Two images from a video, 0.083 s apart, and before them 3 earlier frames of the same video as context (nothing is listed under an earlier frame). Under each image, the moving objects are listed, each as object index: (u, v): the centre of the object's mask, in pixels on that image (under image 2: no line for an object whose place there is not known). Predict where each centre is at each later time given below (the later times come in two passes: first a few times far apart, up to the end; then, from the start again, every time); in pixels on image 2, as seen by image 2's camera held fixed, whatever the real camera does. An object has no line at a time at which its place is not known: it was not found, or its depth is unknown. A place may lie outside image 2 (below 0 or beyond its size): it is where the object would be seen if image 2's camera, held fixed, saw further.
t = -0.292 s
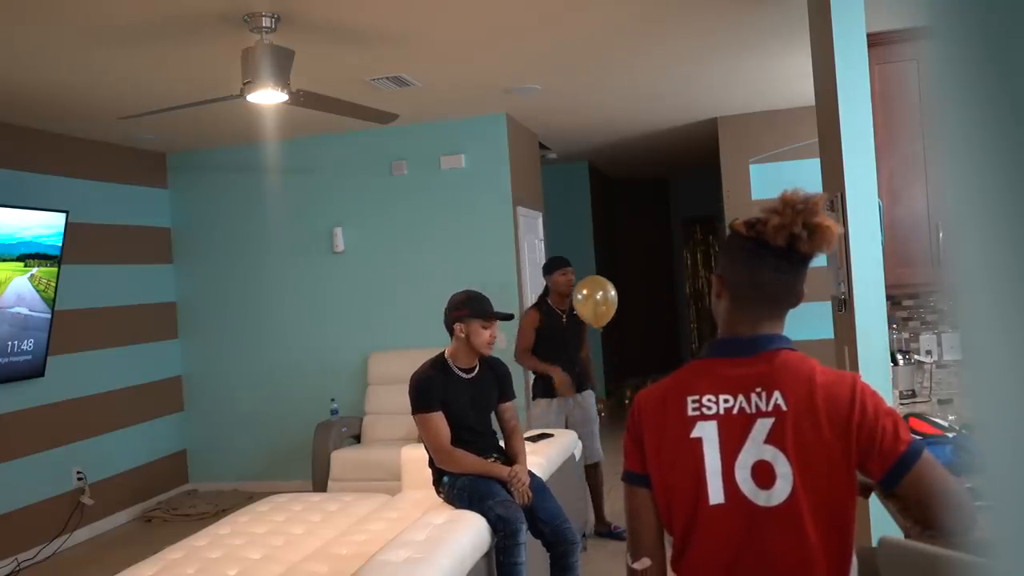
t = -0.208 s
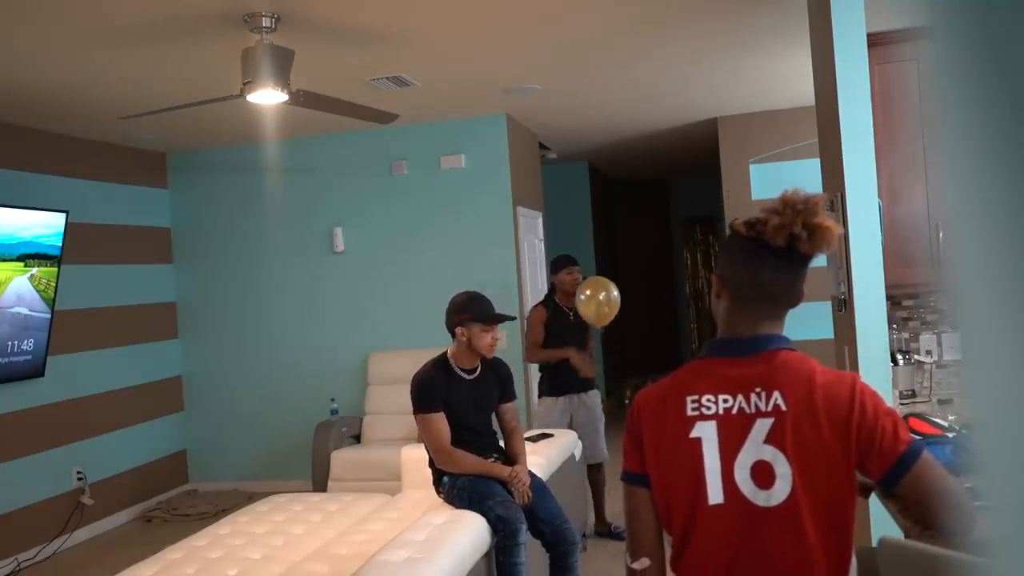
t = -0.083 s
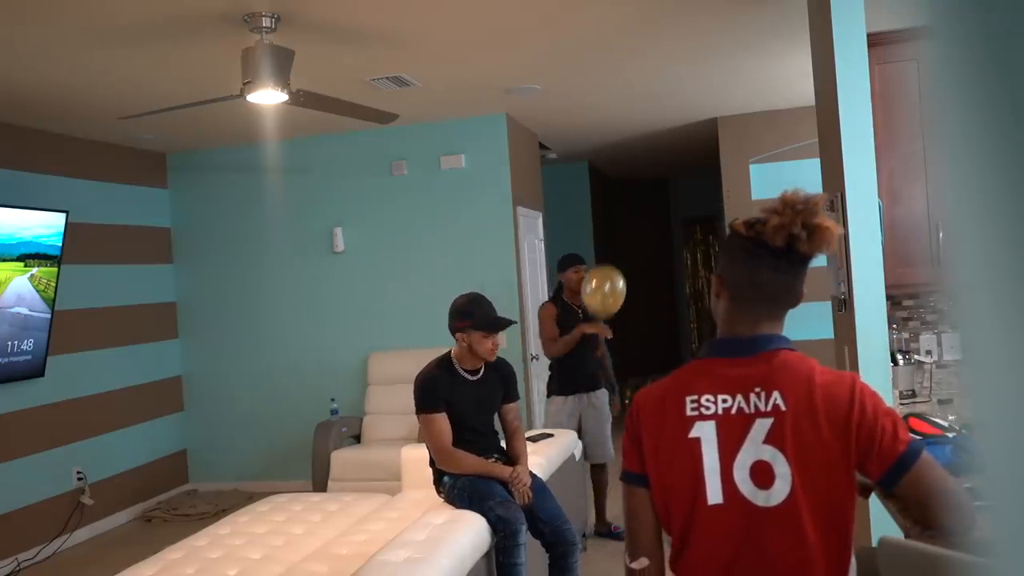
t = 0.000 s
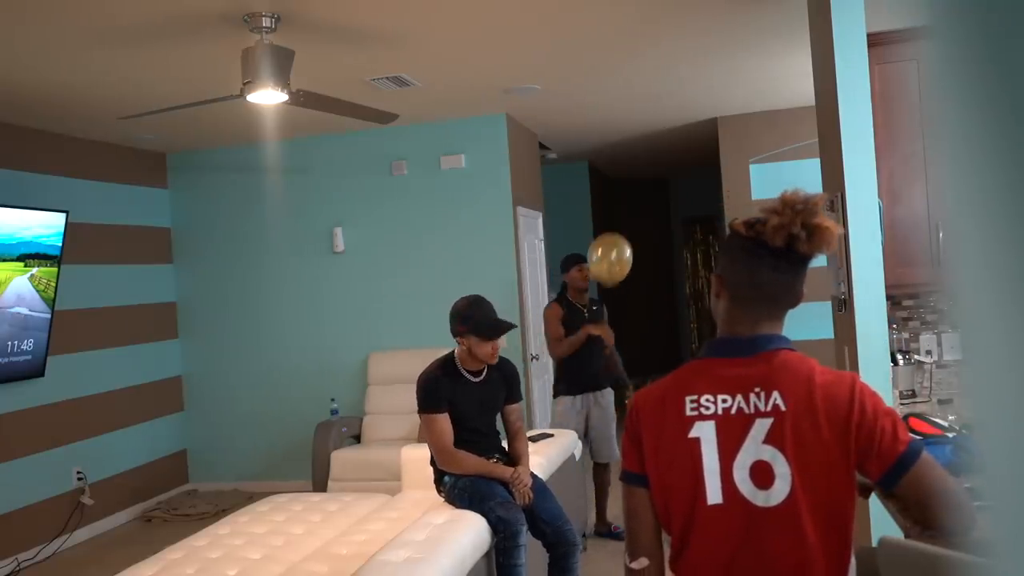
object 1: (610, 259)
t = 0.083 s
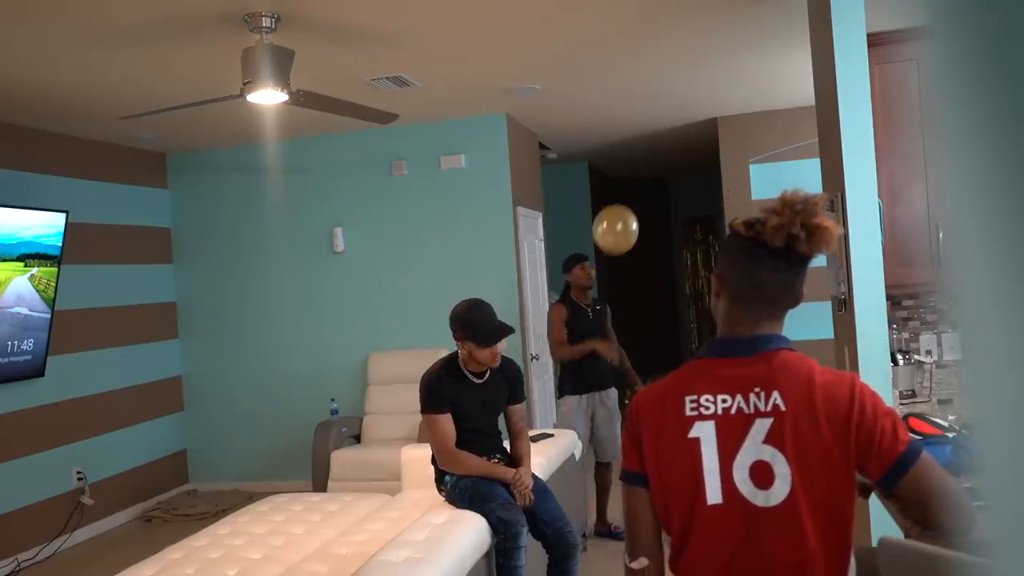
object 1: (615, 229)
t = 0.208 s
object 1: (623, 194)
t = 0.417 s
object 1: (636, 157)
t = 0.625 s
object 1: (646, 141)
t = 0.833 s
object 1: (656, 139)
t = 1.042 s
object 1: (665, 153)
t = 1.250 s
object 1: (671, 179)
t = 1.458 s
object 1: (676, 215)
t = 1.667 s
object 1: (680, 257)
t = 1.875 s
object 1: (680, 300)
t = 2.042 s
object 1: (673, 329)
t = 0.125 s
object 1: (618, 217)
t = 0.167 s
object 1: (621, 205)
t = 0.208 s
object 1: (623, 194)
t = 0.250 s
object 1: (626, 185)
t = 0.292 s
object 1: (628, 177)
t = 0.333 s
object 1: (631, 169)
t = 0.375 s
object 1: (633, 163)
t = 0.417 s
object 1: (636, 157)
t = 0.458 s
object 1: (638, 152)
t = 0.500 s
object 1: (640, 149)
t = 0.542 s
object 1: (642, 146)
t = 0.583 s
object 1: (644, 143)
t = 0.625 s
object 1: (646, 141)
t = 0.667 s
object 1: (648, 139)
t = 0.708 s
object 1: (650, 139)
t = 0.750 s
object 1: (652, 138)
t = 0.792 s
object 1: (654, 139)
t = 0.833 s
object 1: (656, 139)
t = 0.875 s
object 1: (658, 141)
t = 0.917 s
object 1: (659, 143)
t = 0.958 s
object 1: (661, 145)
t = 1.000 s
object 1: (663, 149)
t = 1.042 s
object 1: (665, 153)
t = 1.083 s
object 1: (666, 157)
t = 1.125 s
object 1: (668, 162)
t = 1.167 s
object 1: (669, 167)
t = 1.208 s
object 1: (670, 173)
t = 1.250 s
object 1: (671, 179)
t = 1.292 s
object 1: (672, 185)
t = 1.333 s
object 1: (674, 192)
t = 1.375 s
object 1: (675, 200)
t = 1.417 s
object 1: (676, 207)
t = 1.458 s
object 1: (676, 215)
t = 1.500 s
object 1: (677, 223)
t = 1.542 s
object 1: (678, 232)
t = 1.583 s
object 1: (679, 240)
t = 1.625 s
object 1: (679, 249)
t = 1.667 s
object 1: (680, 257)
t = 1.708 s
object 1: (681, 266)
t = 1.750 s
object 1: (681, 275)
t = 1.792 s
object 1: (681, 283)
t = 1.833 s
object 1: (681, 291)
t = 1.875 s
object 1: (680, 300)
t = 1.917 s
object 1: (679, 307)
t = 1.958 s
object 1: (678, 315)
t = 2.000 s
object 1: (676, 322)
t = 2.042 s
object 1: (673, 329)
